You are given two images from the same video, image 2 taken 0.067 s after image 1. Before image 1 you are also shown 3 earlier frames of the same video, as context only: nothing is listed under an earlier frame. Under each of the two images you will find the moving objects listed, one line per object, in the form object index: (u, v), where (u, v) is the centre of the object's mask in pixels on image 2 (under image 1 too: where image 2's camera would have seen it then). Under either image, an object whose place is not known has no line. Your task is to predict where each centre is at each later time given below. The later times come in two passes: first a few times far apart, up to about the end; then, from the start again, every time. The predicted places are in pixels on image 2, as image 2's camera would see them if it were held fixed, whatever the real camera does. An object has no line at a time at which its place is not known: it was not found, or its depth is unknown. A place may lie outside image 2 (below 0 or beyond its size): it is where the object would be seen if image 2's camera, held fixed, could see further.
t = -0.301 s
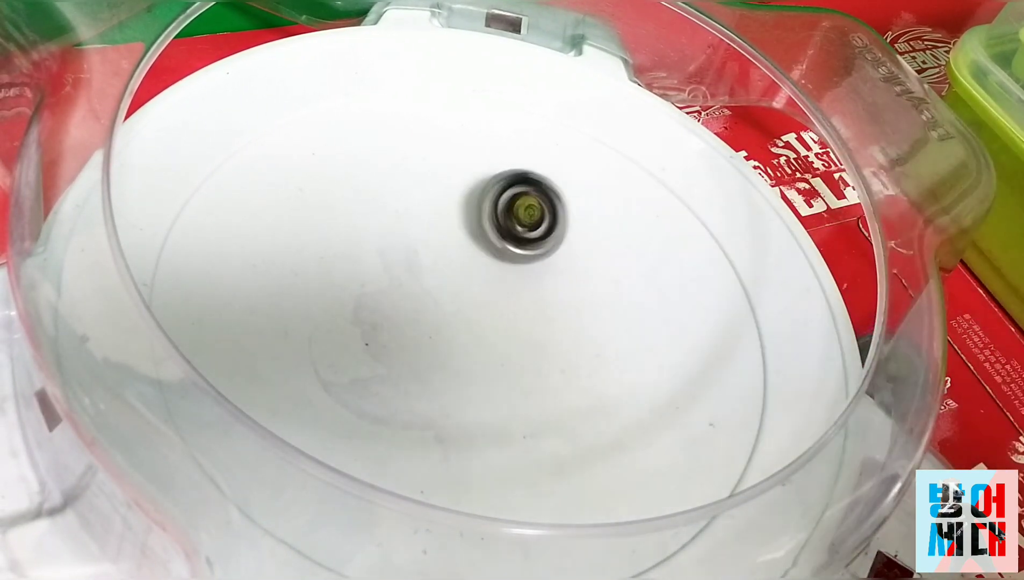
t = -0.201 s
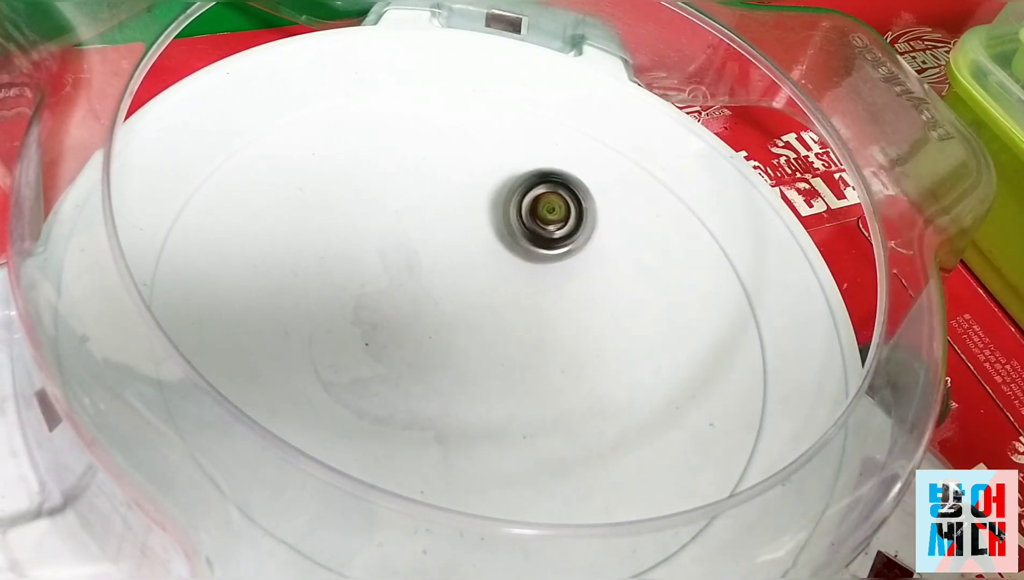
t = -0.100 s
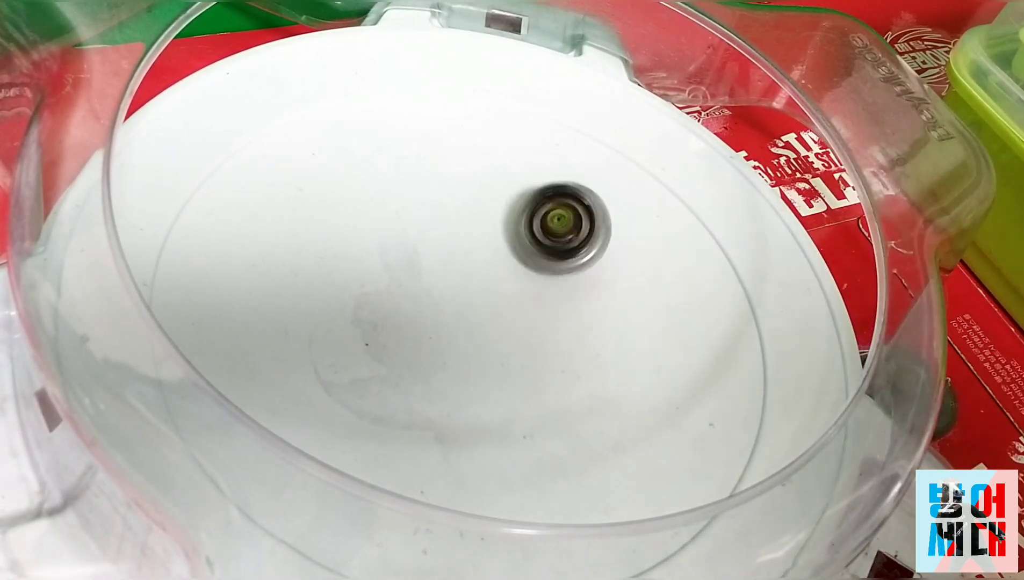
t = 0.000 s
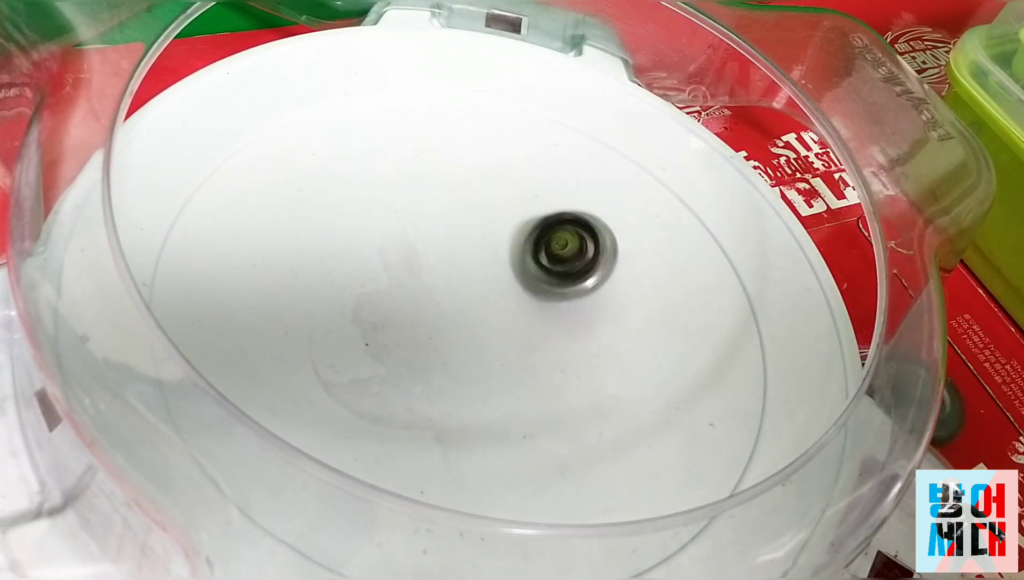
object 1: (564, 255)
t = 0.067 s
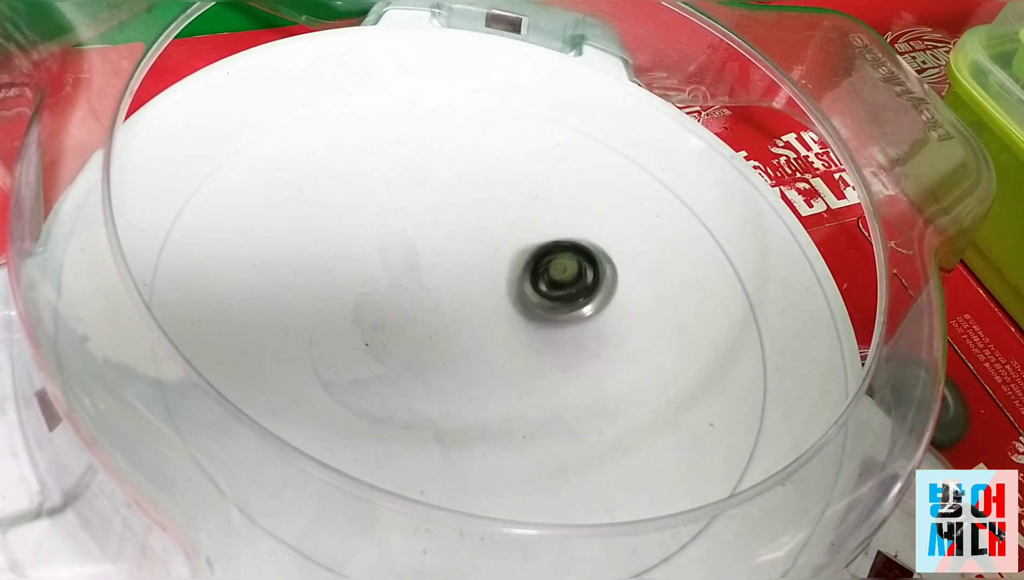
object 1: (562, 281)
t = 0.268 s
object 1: (526, 381)
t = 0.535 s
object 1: (434, 431)
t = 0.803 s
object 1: (380, 348)
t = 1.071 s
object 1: (425, 230)
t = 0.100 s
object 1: (562, 298)
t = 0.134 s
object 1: (559, 313)
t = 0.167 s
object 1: (553, 331)
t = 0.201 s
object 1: (546, 347)
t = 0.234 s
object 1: (536, 365)
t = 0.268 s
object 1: (526, 381)
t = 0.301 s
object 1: (515, 397)
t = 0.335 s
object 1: (503, 409)
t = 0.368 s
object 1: (492, 418)
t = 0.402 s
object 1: (479, 427)
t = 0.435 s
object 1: (467, 431)
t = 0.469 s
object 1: (456, 435)
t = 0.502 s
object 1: (445, 435)
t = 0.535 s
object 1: (434, 431)
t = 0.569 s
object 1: (425, 427)
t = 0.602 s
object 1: (415, 419)
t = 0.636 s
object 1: (406, 411)
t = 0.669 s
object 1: (398, 401)
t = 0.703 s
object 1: (391, 390)
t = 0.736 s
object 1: (386, 378)
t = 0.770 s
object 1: (382, 364)
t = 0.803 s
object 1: (380, 348)
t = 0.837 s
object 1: (379, 331)
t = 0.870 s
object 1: (382, 315)
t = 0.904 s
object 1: (385, 300)
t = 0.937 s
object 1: (391, 283)
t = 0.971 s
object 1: (397, 270)
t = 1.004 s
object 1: (406, 256)
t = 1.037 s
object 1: (415, 243)
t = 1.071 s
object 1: (425, 230)
